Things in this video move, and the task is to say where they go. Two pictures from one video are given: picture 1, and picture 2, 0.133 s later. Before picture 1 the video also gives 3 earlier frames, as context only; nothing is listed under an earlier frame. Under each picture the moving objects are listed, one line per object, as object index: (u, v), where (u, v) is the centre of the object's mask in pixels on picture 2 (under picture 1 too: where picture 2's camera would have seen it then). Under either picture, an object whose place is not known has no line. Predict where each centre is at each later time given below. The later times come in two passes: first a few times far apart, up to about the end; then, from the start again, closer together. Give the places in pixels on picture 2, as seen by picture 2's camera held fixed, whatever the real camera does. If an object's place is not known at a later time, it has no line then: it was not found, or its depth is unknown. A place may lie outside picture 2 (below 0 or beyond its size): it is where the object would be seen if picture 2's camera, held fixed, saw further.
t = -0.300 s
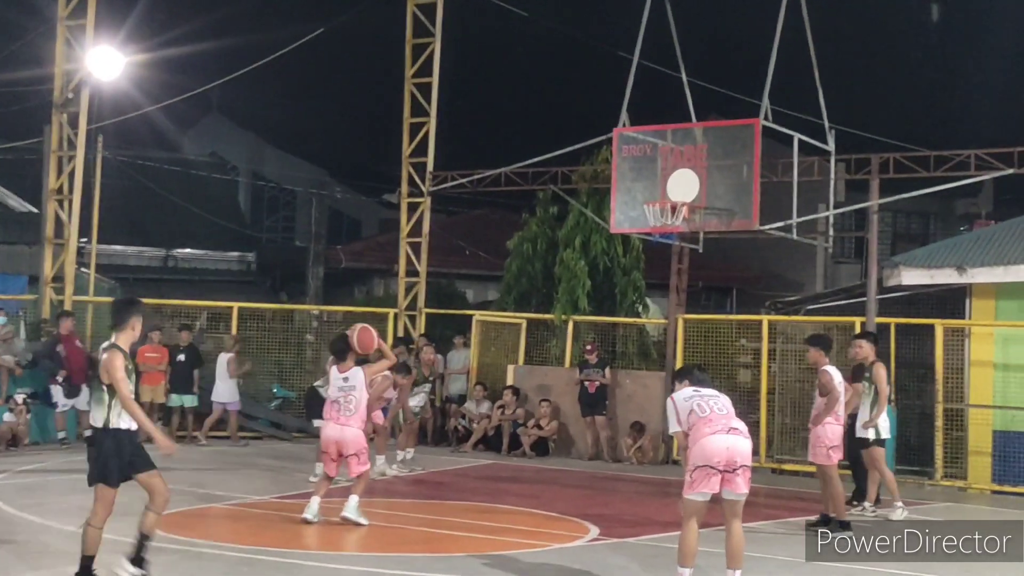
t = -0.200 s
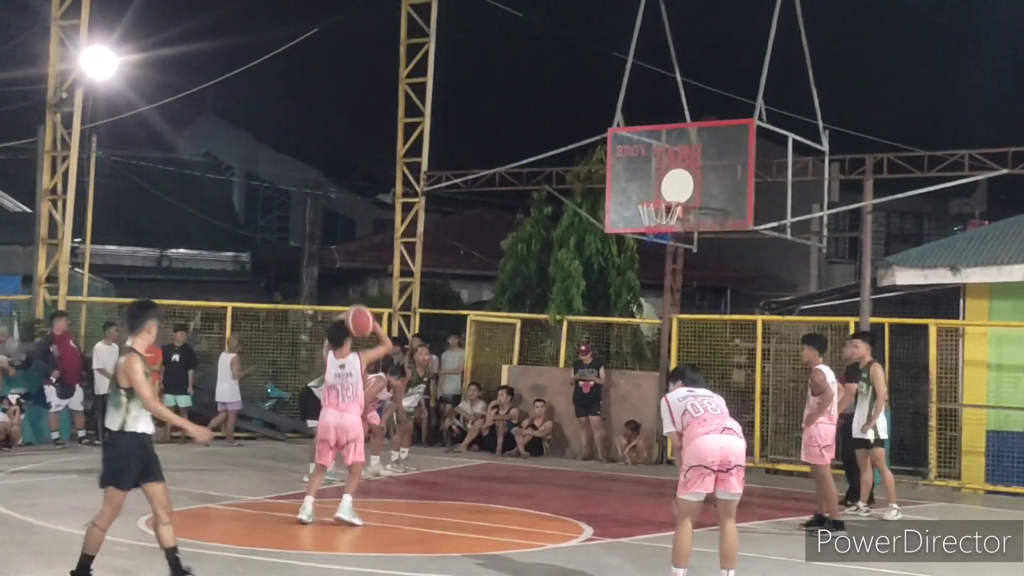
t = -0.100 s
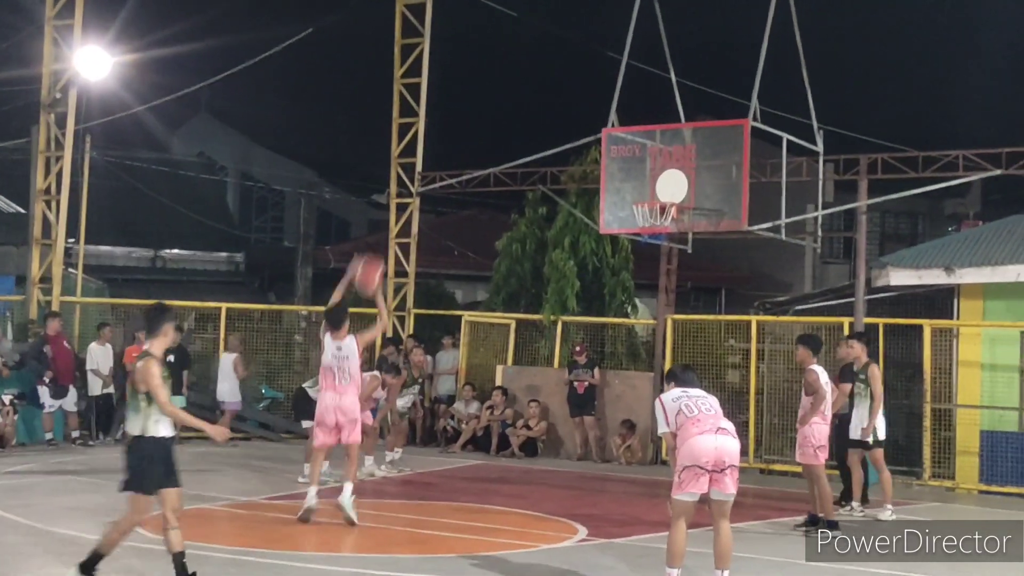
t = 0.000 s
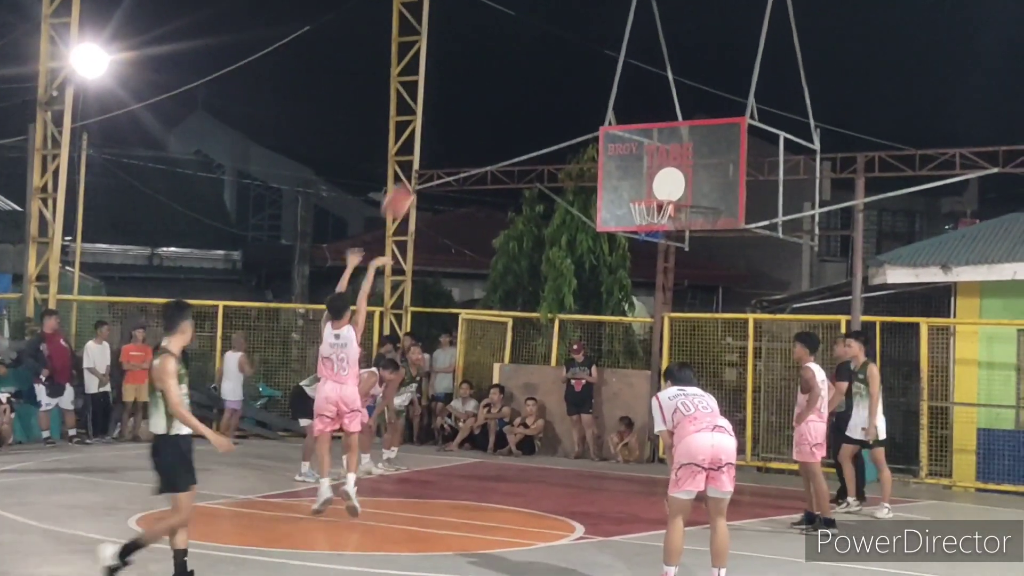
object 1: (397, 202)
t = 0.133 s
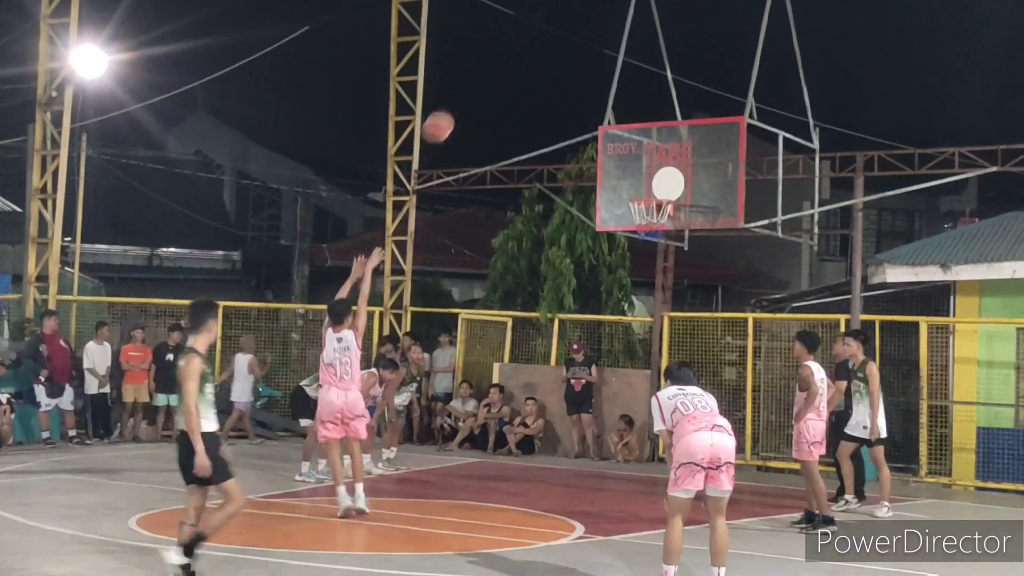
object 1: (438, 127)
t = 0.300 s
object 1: (482, 68)
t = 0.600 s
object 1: (551, 42)
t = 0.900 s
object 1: (607, 100)
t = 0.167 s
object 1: (447, 113)
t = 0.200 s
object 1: (456, 99)
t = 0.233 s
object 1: (465, 87)
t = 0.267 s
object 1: (474, 77)
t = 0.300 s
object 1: (482, 68)
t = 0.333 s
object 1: (490, 61)
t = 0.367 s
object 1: (499, 54)
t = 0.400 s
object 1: (507, 49)
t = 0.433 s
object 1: (515, 45)
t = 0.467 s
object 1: (523, 42)
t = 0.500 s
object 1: (530, 41)
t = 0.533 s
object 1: (537, 40)
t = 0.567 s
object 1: (544, 41)
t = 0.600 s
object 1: (551, 42)
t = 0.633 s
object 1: (558, 45)
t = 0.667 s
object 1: (564, 48)
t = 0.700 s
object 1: (571, 53)
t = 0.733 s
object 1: (577, 58)
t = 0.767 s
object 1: (583, 65)
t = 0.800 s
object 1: (589, 72)
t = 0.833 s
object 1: (596, 81)
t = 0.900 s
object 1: (607, 100)
